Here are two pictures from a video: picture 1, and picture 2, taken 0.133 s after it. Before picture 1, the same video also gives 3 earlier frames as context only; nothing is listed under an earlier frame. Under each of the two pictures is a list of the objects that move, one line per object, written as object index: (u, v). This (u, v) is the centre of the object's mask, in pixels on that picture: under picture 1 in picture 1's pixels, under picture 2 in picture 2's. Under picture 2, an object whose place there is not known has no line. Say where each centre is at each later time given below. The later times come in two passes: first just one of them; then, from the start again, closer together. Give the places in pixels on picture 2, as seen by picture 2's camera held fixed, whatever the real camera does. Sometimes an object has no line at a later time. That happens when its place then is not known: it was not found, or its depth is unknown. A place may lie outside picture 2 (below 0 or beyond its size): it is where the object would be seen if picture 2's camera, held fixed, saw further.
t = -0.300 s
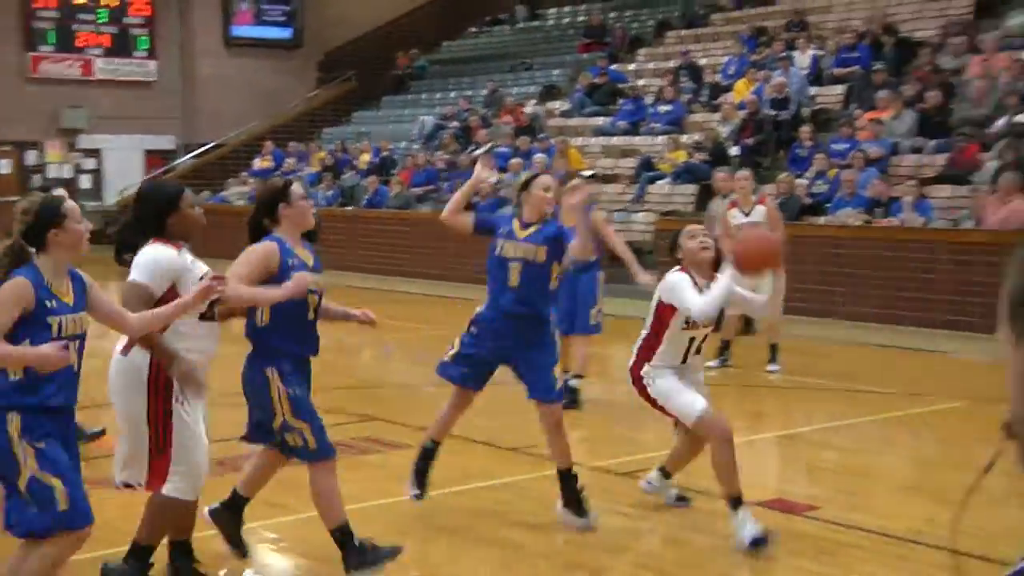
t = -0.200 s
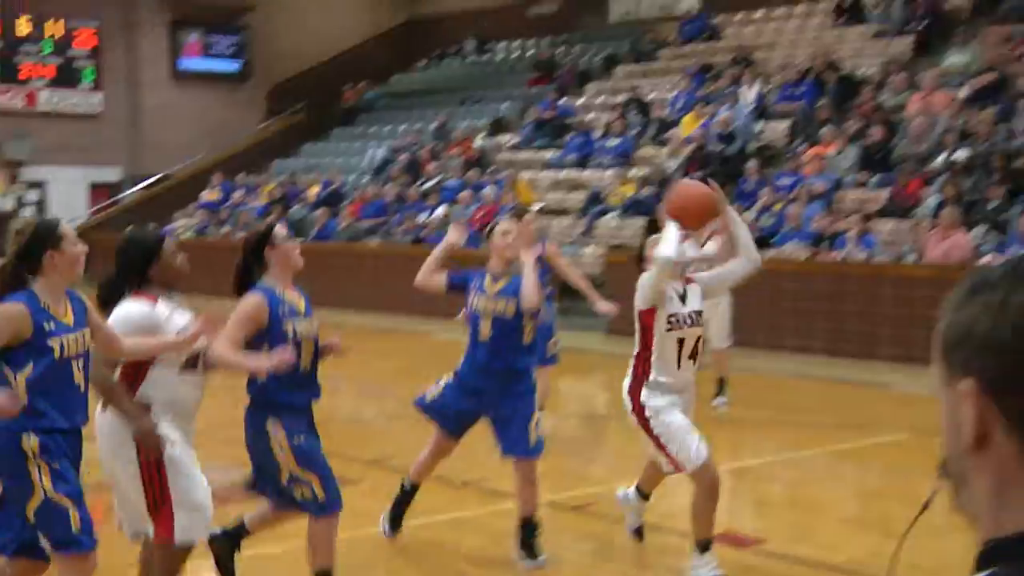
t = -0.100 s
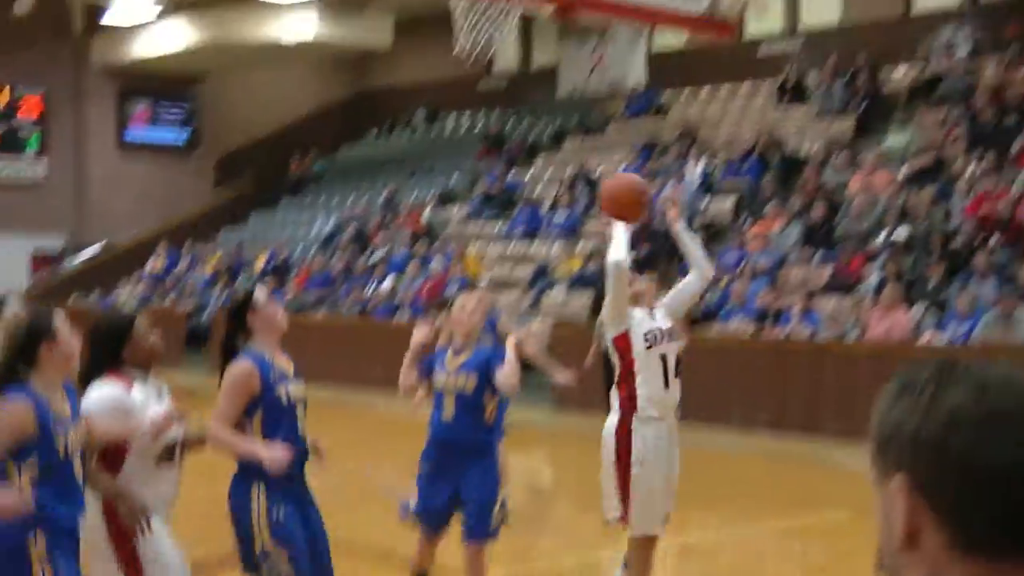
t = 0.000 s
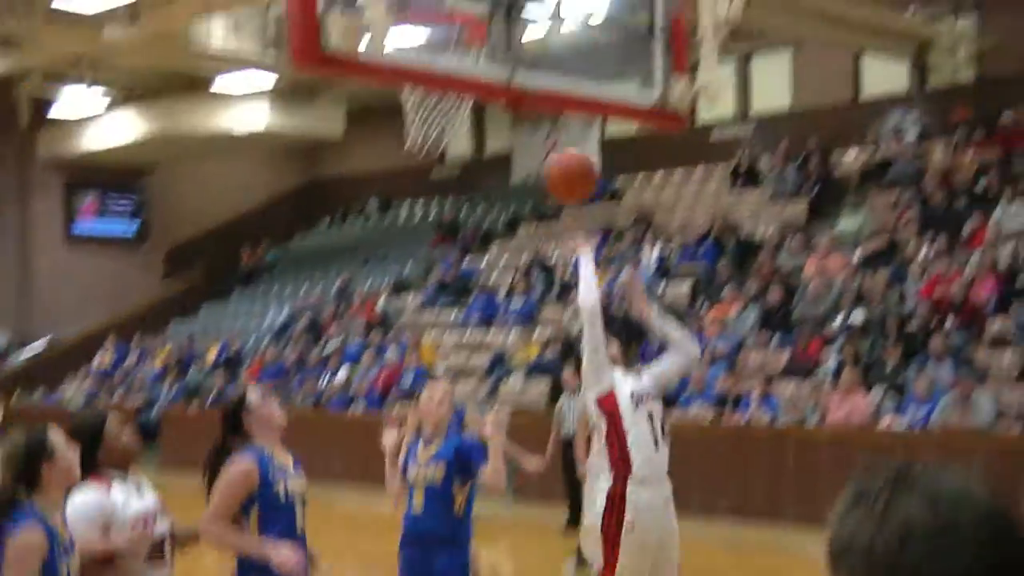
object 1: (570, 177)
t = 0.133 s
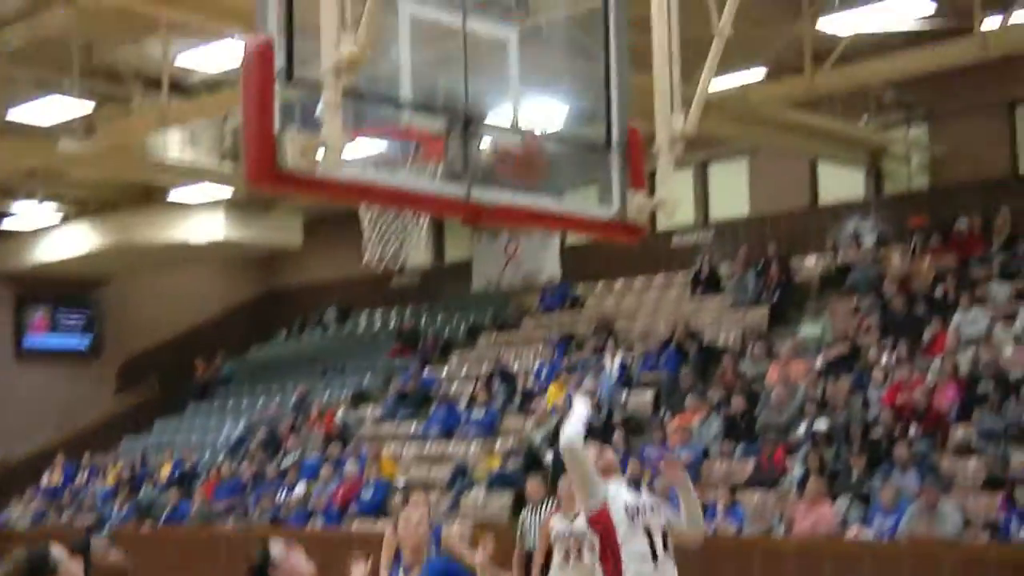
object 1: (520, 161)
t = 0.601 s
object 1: (386, 112)
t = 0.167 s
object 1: (521, 135)
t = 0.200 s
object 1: (512, 110)
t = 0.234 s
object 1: (511, 83)
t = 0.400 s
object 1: (469, 48)
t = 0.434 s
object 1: (456, 51)
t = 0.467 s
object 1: (445, 56)
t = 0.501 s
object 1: (434, 66)
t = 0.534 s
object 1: (426, 81)
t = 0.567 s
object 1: (413, 93)
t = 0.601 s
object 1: (386, 112)
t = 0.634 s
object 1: (378, 124)
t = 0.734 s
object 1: (351, 221)
